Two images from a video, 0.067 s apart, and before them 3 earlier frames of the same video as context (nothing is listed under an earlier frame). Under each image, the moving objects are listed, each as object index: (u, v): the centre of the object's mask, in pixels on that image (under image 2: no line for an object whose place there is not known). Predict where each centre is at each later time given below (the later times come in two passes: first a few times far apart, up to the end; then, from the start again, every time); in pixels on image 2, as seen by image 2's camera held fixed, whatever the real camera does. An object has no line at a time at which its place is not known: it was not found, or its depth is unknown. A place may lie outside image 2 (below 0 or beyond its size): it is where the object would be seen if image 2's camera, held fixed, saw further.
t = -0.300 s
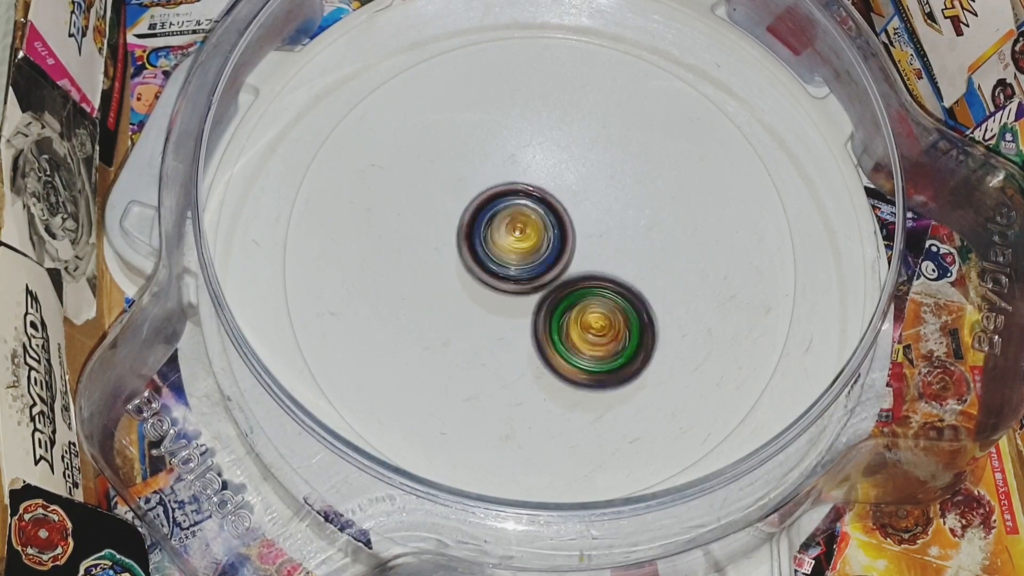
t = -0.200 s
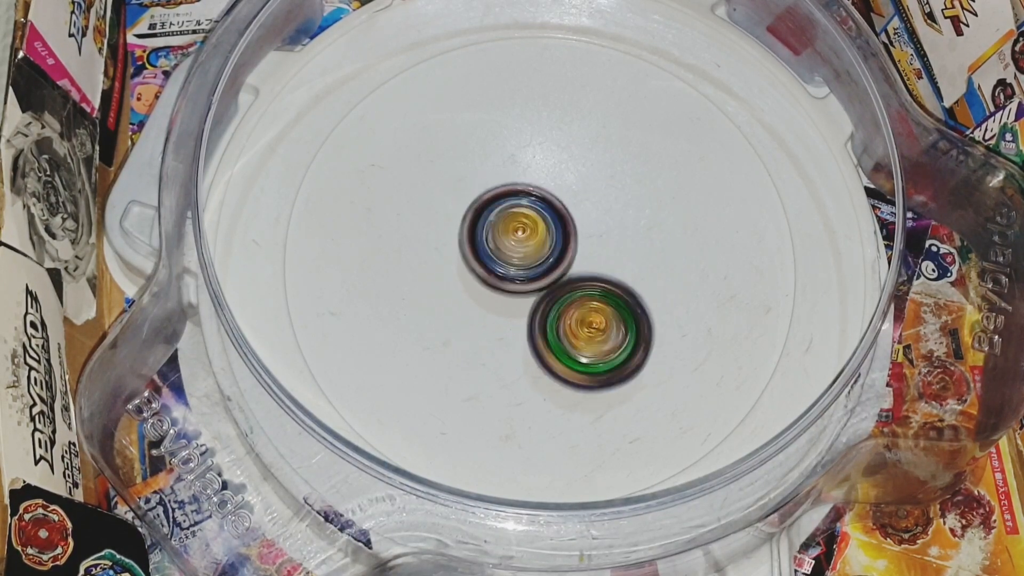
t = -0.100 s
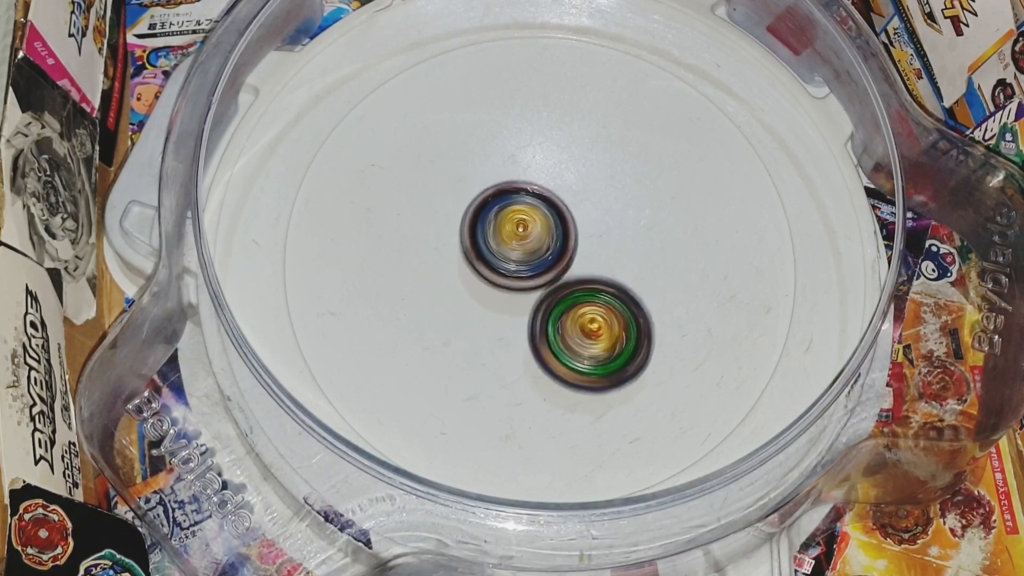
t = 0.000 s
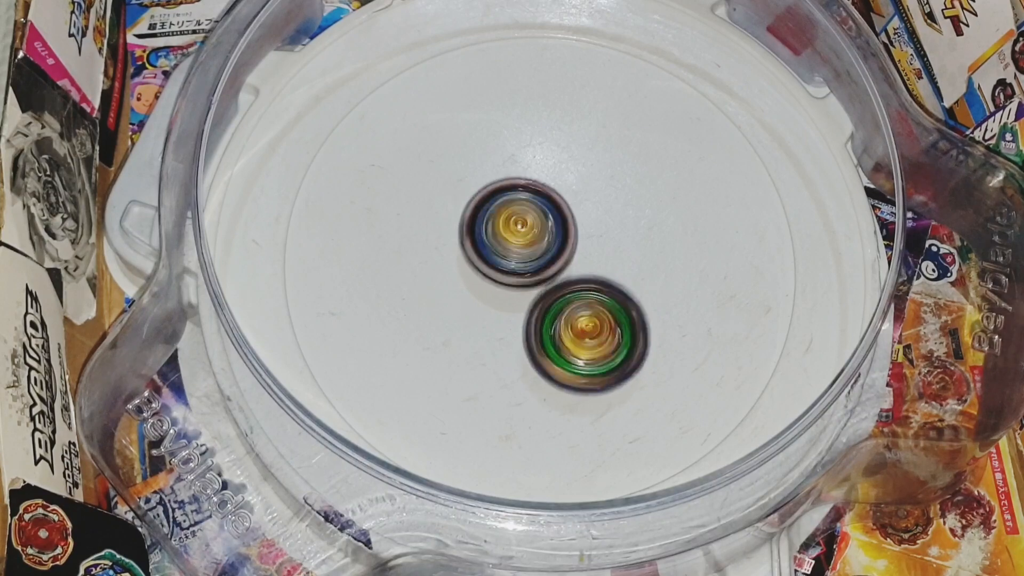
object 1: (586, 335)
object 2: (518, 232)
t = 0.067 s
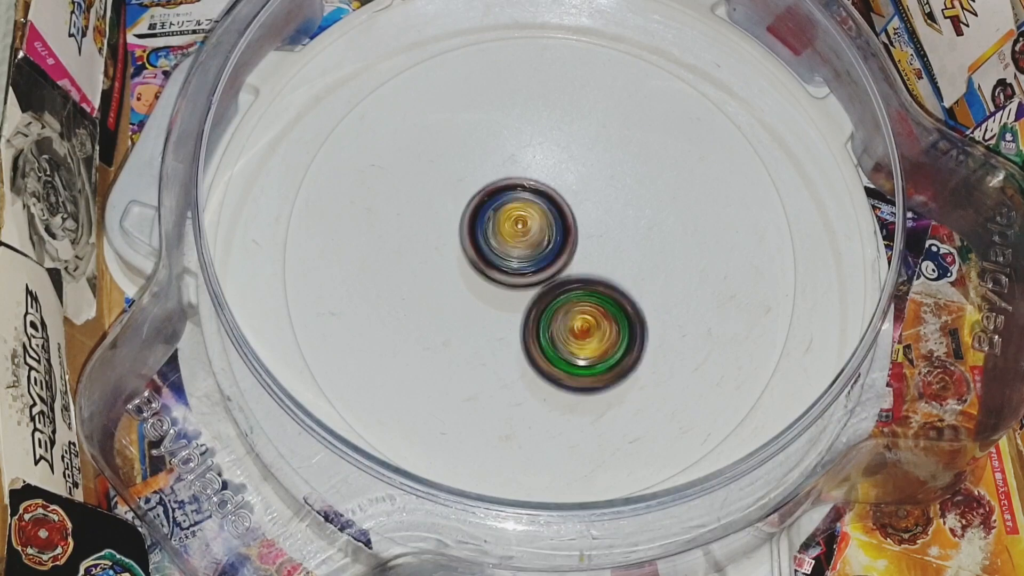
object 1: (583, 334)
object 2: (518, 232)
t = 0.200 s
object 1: (580, 334)
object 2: (520, 231)
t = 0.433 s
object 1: (578, 341)
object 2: (516, 219)
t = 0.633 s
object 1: (567, 340)
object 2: (517, 219)
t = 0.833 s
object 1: (557, 337)
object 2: (523, 228)
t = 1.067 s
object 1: (556, 344)
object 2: (529, 232)
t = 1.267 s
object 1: (551, 348)
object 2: (530, 223)
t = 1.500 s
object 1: (542, 346)
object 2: (536, 230)
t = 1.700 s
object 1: (539, 349)
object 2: (540, 231)
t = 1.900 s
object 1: (535, 346)
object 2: (541, 230)
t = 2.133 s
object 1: (527, 345)
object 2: (544, 233)
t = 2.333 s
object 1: (523, 344)
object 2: (548, 229)
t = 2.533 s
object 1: (517, 337)
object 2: (546, 225)
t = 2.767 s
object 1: (513, 340)
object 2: (546, 215)
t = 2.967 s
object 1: (507, 333)
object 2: (546, 221)
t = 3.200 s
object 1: (503, 331)
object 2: (548, 223)
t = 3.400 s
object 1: (500, 329)
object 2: (550, 227)
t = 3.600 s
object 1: (492, 338)
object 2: (564, 204)
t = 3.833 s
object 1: (486, 330)
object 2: (564, 210)
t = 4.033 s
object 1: (479, 323)
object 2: (562, 224)
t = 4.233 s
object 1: (469, 318)
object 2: (557, 228)
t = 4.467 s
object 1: (468, 318)
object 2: (551, 232)
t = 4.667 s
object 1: (472, 313)
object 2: (557, 221)
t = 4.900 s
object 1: (479, 305)
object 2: (561, 222)
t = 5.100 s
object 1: (474, 304)
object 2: (572, 222)
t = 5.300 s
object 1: (467, 302)
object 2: (569, 234)
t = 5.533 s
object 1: (471, 306)
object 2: (573, 233)
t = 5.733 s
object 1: (471, 296)
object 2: (576, 230)
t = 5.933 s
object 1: (459, 301)
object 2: (587, 227)
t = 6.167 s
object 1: (461, 289)
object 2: (579, 232)
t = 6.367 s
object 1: (439, 284)
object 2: (583, 234)
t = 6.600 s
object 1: (437, 268)
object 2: (568, 234)
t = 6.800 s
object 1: (438, 254)
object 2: (559, 236)
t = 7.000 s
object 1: (419, 241)
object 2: (594, 232)
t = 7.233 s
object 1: (445, 231)
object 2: (589, 241)
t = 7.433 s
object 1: (456, 238)
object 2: (580, 249)
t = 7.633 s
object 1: (451, 241)
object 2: (583, 251)
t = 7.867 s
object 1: (444, 246)
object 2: (606, 251)
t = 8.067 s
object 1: (450, 232)
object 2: (597, 247)
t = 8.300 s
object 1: (452, 238)
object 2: (582, 248)
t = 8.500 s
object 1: (455, 240)
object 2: (576, 241)
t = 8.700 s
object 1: (453, 241)
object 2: (579, 239)
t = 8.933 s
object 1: (452, 245)
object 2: (587, 245)
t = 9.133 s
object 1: (464, 227)
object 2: (584, 251)
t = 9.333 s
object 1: (452, 224)
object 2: (572, 253)
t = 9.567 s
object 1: (449, 233)
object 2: (572, 259)
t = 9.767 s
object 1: (456, 232)
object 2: (585, 268)
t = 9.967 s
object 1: (477, 232)
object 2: (599, 284)
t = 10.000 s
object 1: (481, 230)
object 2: (599, 286)
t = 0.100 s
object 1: (582, 334)
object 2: (519, 232)
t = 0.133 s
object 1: (582, 334)
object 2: (520, 233)
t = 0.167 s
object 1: (580, 334)
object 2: (521, 233)
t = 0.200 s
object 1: (580, 334)
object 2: (520, 231)
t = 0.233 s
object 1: (578, 334)
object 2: (521, 231)
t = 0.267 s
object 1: (576, 334)
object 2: (521, 231)
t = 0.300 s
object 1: (575, 334)
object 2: (521, 231)
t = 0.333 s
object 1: (573, 333)
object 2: (521, 231)
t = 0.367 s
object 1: (576, 339)
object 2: (518, 225)
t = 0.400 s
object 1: (578, 344)
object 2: (517, 221)
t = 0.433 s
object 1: (578, 341)
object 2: (516, 219)
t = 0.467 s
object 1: (576, 340)
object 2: (515, 219)
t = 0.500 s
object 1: (573, 339)
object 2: (516, 218)
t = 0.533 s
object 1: (572, 341)
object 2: (515, 218)
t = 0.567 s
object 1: (571, 340)
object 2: (516, 218)
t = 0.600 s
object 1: (570, 340)
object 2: (516, 218)
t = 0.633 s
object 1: (567, 340)
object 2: (517, 219)
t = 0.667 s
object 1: (566, 339)
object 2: (518, 219)
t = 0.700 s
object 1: (564, 339)
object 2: (519, 220)
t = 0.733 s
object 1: (562, 338)
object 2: (520, 222)
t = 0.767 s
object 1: (560, 338)
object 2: (521, 223)
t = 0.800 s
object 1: (558, 337)
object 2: (522, 226)
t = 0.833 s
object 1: (557, 337)
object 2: (523, 228)
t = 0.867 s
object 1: (559, 342)
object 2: (524, 227)
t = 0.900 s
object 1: (560, 345)
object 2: (523, 226)
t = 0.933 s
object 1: (560, 343)
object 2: (524, 226)
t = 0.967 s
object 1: (557, 342)
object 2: (525, 228)
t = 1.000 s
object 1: (556, 343)
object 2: (527, 229)
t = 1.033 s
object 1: (556, 344)
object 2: (528, 231)
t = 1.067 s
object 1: (556, 344)
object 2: (529, 232)
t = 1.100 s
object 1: (557, 349)
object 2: (529, 228)
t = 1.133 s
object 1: (557, 349)
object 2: (529, 226)
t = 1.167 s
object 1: (556, 348)
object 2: (529, 224)
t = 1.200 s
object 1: (554, 348)
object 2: (530, 223)
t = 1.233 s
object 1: (552, 348)
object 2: (529, 223)
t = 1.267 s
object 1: (551, 348)
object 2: (530, 223)
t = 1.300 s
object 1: (549, 348)
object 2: (530, 224)
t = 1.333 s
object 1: (549, 348)
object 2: (531, 224)
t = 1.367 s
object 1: (546, 348)
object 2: (532, 225)
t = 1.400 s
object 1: (546, 348)
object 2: (532, 226)
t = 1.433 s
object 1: (544, 348)
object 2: (534, 225)
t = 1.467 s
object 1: (543, 346)
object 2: (535, 229)
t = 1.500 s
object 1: (542, 346)
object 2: (536, 230)
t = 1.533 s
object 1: (541, 345)
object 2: (536, 232)
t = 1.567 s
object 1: (541, 346)
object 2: (537, 233)
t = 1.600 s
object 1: (540, 345)
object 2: (537, 233)
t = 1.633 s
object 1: (540, 345)
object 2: (539, 233)
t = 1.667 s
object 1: (540, 345)
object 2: (539, 233)
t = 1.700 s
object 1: (539, 349)
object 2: (540, 231)
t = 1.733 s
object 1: (539, 349)
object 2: (540, 228)
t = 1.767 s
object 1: (537, 348)
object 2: (539, 227)
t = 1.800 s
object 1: (537, 348)
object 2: (541, 228)
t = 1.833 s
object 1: (536, 348)
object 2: (540, 228)
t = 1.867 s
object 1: (536, 346)
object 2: (541, 229)
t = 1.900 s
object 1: (535, 346)
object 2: (541, 230)
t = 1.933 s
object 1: (533, 345)
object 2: (541, 231)
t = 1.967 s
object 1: (532, 346)
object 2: (541, 232)
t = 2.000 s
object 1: (532, 345)
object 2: (542, 234)
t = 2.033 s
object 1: (532, 347)
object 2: (543, 233)
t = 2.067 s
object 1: (531, 347)
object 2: (544, 234)
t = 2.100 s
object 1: (529, 345)
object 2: (544, 234)
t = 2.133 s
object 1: (527, 345)
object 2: (544, 233)
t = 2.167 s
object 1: (527, 345)
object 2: (545, 233)
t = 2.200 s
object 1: (527, 344)
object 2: (546, 232)
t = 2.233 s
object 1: (526, 342)
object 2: (546, 232)
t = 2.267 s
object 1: (524, 343)
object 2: (547, 232)
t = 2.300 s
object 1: (524, 342)
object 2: (546, 232)
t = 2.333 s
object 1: (523, 344)
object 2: (548, 229)
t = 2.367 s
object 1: (523, 343)
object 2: (548, 227)
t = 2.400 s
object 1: (522, 341)
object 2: (548, 225)
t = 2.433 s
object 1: (520, 341)
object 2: (548, 225)
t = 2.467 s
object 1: (519, 341)
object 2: (547, 225)
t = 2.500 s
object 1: (519, 339)
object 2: (547, 225)
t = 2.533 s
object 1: (517, 337)
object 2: (546, 225)
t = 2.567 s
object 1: (516, 336)
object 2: (545, 226)
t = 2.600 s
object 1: (514, 335)
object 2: (545, 227)
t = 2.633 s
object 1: (514, 337)
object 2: (544, 227)
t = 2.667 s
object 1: (512, 342)
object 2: (546, 221)
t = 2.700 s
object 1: (513, 344)
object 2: (546, 217)
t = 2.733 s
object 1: (513, 343)
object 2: (547, 216)
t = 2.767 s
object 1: (513, 340)
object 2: (546, 215)
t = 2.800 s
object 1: (510, 338)
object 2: (548, 215)
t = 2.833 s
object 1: (511, 336)
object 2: (547, 216)
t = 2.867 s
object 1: (508, 335)
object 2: (547, 218)
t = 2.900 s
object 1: (508, 335)
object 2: (546, 218)
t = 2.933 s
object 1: (506, 334)
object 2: (547, 220)
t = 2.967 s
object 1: (507, 333)
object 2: (546, 221)
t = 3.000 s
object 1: (505, 331)
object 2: (546, 224)
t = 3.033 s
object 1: (505, 330)
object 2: (545, 224)
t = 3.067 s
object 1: (502, 334)
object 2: (548, 224)
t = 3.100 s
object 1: (501, 337)
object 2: (549, 222)
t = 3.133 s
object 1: (503, 337)
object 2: (549, 222)
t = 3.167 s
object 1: (503, 333)
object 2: (548, 222)
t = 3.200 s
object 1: (503, 331)
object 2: (548, 223)
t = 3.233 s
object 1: (501, 329)
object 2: (548, 223)
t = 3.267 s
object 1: (500, 329)
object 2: (548, 226)
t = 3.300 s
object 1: (499, 330)
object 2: (549, 226)
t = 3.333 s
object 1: (500, 329)
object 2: (549, 228)
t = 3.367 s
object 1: (499, 330)
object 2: (550, 227)
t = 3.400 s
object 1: (500, 329)
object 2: (550, 227)
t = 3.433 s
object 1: (499, 330)
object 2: (551, 227)
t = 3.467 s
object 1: (494, 339)
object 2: (557, 218)
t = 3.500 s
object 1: (492, 344)
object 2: (561, 211)
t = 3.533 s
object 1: (493, 343)
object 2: (563, 207)
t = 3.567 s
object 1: (492, 341)
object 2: (564, 205)
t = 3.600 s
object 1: (492, 338)
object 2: (564, 204)
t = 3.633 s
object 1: (490, 337)
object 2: (564, 203)
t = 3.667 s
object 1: (490, 335)
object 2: (564, 205)
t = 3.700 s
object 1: (489, 334)
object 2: (563, 205)
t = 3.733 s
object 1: (488, 333)
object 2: (564, 205)
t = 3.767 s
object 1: (488, 331)
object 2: (565, 206)
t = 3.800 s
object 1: (487, 330)
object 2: (564, 208)
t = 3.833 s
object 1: (486, 330)
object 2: (564, 210)
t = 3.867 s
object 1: (486, 327)
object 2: (563, 213)
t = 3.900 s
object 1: (486, 326)
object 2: (562, 216)
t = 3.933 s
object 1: (487, 322)
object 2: (560, 221)
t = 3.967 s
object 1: (485, 319)
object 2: (559, 225)
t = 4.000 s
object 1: (485, 316)
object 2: (558, 229)
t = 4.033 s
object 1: (479, 323)
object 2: (562, 224)
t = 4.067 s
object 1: (474, 327)
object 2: (565, 222)
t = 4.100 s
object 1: (474, 327)
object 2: (565, 222)
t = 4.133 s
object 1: (474, 324)
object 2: (563, 223)
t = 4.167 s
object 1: (472, 322)
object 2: (561, 224)
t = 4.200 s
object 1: (472, 320)
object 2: (560, 226)
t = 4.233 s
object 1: (469, 318)
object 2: (557, 228)
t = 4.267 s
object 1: (469, 318)
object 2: (556, 231)
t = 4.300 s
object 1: (468, 316)
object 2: (552, 232)
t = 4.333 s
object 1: (467, 316)
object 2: (551, 235)
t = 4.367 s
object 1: (463, 321)
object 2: (553, 233)
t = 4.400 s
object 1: (464, 322)
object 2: (552, 231)
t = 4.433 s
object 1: (465, 320)
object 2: (552, 232)
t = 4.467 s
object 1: (468, 318)
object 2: (551, 232)
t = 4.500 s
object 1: (471, 315)
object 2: (551, 231)
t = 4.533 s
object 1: (470, 314)
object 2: (551, 231)
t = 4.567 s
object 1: (471, 312)
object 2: (551, 229)
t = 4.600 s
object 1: (468, 314)
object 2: (555, 226)
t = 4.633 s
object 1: (469, 315)
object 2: (556, 223)
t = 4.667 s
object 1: (472, 313)
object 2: (557, 221)
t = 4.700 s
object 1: (474, 310)
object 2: (558, 222)
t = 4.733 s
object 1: (474, 307)
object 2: (557, 220)
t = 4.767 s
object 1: (473, 306)
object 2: (559, 221)
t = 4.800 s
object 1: (475, 305)
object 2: (557, 222)
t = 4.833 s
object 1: (475, 305)
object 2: (559, 220)
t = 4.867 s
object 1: (476, 307)
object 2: (562, 221)
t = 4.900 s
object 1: (479, 305)
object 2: (561, 222)
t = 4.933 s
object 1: (477, 305)
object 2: (565, 220)
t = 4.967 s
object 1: (474, 306)
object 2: (570, 219)
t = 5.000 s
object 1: (472, 307)
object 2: (571, 219)
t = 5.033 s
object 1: (474, 307)
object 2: (572, 220)
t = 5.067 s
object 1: (474, 305)
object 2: (573, 221)
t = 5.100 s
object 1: (474, 304)
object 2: (572, 222)
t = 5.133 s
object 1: (472, 303)
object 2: (572, 223)
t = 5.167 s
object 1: (472, 303)
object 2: (572, 226)
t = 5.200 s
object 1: (472, 301)
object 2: (570, 228)
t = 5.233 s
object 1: (471, 301)
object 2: (570, 231)
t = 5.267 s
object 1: (471, 300)
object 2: (568, 233)
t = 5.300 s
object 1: (467, 302)
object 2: (569, 234)
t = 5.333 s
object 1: (469, 304)
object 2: (568, 236)
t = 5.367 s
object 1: (471, 304)
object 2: (567, 236)
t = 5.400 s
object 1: (470, 307)
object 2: (570, 235)
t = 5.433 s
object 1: (469, 305)
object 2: (571, 234)
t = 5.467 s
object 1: (471, 305)
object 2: (570, 235)
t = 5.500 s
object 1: (473, 305)
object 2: (569, 234)
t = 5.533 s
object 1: (471, 306)
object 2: (573, 233)
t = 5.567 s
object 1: (473, 306)
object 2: (574, 233)
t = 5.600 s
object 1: (475, 302)
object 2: (574, 231)
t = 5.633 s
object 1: (475, 299)
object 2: (573, 231)
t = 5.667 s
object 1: (476, 297)
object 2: (573, 231)
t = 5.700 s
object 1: (474, 296)
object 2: (574, 231)
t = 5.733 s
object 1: (471, 296)
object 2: (576, 230)
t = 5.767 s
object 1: (472, 295)
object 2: (575, 231)
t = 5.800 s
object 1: (473, 293)
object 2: (575, 230)
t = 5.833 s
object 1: (472, 291)
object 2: (575, 231)
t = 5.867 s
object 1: (464, 296)
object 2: (582, 229)
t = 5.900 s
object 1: (458, 299)
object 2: (586, 227)
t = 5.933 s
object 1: (459, 301)
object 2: (587, 227)
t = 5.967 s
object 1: (463, 298)
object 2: (585, 227)
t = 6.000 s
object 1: (463, 294)
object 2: (585, 226)
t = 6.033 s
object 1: (462, 292)
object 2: (586, 227)
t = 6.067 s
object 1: (461, 291)
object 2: (585, 228)
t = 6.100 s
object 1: (459, 292)
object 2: (583, 228)
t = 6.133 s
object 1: (460, 291)
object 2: (583, 230)
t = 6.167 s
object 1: (461, 289)
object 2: (579, 232)
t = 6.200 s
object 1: (461, 287)
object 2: (576, 234)
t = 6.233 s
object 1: (462, 284)
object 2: (574, 236)
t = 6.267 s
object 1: (461, 282)
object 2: (570, 238)
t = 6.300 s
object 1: (453, 285)
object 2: (575, 237)
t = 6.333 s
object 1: (444, 285)
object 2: (581, 235)
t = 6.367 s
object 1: (439, 284)
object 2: (583, 234)
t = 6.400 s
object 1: (437, 280)
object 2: (580, 235)
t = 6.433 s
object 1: (437, 276)
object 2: (578, 233)
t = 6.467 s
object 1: (436, 274)
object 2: (578, 232)
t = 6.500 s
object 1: (436, 273)
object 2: (577, 234)
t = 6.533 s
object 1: (436, 271)
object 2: (574, 233)
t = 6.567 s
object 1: (436, 270)
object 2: (572, 233)
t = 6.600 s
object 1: (437, 268)
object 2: (568, 234)
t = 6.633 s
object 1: (437, 266)
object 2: (565, 233)
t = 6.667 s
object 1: (437, 264)
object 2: (562, 234)
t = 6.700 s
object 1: (439, 261)
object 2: (558, 234)
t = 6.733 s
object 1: (439, 258)
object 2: (556, 234)
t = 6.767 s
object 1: (437, 257)
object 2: (559, 235)
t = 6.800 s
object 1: (438, 254)
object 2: (559, 236)
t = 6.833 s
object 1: (434, 253)
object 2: (561, 236)
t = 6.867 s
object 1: (423, 251)
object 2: (572, 235)
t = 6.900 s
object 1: (416, 247)
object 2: (581, 232)
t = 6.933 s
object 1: (415, 244)
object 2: (588, 233)
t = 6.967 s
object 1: (416, 242)
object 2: (591, 232)
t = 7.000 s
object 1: (419, 241)
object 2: (594, 232)
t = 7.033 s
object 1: (422, 241)
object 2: (595, 235)
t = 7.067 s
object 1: (428, 240)
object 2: (594, 235)
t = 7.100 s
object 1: (434, 237)
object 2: (595, 234)
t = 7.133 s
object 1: (438, 234)
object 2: (595, 235)
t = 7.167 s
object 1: (441, 232)
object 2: (594, 237)
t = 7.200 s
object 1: (443, 231)
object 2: (592, 239)
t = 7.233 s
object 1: (445, 231)
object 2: (589, 241)
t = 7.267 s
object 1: (449, 233)
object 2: (585, 243)
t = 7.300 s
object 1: (455, 235)
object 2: (580, 245)
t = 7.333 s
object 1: (455, 236)
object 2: (581, 247)
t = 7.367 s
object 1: (457, 236)
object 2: (580, 248)
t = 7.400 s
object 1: (456, 237)
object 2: (581, 249)
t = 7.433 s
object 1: (456, 238)
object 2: (580, 249)
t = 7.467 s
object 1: (454, 237)
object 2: (583, 250)
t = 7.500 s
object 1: (451, 239)
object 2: (585, 252)
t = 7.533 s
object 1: (453, 241)
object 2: (582, 254)
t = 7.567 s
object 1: (455, 241)
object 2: (578, 253)
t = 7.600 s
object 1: (453, 240)
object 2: (580, 251)
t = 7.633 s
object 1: (451, 241)
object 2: (583, 251)
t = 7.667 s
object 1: (453, 244)
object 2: (582, 252)
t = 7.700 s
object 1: (454, 245)
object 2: (584, 252)
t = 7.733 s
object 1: (445, 245)
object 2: (593, 251)
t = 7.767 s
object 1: (440, 243)
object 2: (599, 249)
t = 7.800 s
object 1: (438, 246)
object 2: (605, 249)
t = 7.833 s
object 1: (441, 247)
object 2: (607, 250)
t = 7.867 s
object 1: (444, 246)
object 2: (606, 251)
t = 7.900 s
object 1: (447, 244)
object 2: (603, 249)
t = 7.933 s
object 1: (450, 241)
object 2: (601, 247)
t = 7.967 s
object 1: (451, 237)
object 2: (601, 245)
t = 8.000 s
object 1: (450, 234)
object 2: (603, 245)
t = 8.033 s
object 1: (449, 233)
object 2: (601, 247)
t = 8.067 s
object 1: (450, 232)
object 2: (597, 247)
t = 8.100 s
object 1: (451, 233)
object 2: (593, 247)
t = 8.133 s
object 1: (454, 235)
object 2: (587, 248)
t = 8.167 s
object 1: (459, 238)
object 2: (581, 247)
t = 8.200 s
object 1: (452, 239)
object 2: (584, 246)
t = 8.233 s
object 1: (449, 239)
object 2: (588, 247)
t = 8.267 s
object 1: (450, 239)
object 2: (587, 249)
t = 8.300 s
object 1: (452, 238)
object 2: (582, 248)
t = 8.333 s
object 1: (455, 237)
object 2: (578, 244)
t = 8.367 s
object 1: (456, 238)
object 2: (582, 242)
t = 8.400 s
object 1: (455, 239)
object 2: (585, 242)
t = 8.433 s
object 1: (455, 240)
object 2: (584, 245)
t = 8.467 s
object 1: (455, 240)
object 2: (580, 245)
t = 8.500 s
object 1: (455, 240)
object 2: (576, 241)
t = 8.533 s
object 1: (455, 240)
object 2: (576, 236)
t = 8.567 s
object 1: (455, 241)
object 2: (579, 236)
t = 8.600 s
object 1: (456, 241)
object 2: (579, 238)
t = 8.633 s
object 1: (455, 240)
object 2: (577, 239)
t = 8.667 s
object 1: (451, 241)
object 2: (579, 238)
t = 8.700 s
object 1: (453, 241)
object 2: (579, 239)
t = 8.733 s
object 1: (454, 240)
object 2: (576, 240)
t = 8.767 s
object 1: (455, 239)
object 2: (575, 238)
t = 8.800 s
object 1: (452, 239)
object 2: (576, 237)
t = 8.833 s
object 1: (452, 242)
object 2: (577, 238)
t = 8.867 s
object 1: (455, 245)
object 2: (578, 239)
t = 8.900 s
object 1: (452, 246)
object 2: (584, 242)
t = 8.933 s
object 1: (452, 245)
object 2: (587, 245)
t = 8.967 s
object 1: (454, 245)
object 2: (587, 245)
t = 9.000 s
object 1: (459, 244)
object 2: (590, 245)
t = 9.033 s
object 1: (464, 240)
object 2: (593, 247)
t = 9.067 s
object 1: (466, 235)
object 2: (591, 250)
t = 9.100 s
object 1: (466, 230)
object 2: (587, 251)
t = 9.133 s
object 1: (464, 227)
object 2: (584, 251)
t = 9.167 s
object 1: (459, 224)
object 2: (586, 254)
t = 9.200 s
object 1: (455, 223)
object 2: (584, 256)
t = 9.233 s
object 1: (453, 224)
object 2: (581, 255)
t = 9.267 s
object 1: (453, 225)
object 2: (578, 253)
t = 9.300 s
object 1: (454, 225)
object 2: (574, 253)
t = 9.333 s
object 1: (452, 224)
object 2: (572, 253)
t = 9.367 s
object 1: (454, 225)
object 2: (571, 253)
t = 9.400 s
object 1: (451, 226)
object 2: (574, 252)
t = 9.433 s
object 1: (450, 229)
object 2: (574, 254)
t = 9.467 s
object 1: (451, 231)
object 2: (573, 256)
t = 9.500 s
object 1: (451, 232)
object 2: (572, 257)
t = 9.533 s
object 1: (450, 232)
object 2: (571, 259)
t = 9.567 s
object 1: (449, 233)
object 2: (572, 259)
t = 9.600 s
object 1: (450, 233)
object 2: (570, 258)
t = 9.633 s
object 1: (450, 232)
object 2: (572, 258)
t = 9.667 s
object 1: (447, 230)
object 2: (576, 262)
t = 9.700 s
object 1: (447, 231)
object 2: (580, 265)
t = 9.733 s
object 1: (450, 232)
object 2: (583, 266)
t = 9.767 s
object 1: (456, 232)
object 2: (585, 268)
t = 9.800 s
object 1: (464, 233)
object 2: (586, 269)
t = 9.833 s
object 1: (470, 233)
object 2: (588, 270)
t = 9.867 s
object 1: (471, 234)
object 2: (592, 275)
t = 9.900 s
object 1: (473, 234)
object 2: (597, 279)
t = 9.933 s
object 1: (475, 233)
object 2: (601, 282)
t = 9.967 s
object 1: (477, 232)
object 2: (599, 284)
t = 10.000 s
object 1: (481, 230)
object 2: (599, 286)
